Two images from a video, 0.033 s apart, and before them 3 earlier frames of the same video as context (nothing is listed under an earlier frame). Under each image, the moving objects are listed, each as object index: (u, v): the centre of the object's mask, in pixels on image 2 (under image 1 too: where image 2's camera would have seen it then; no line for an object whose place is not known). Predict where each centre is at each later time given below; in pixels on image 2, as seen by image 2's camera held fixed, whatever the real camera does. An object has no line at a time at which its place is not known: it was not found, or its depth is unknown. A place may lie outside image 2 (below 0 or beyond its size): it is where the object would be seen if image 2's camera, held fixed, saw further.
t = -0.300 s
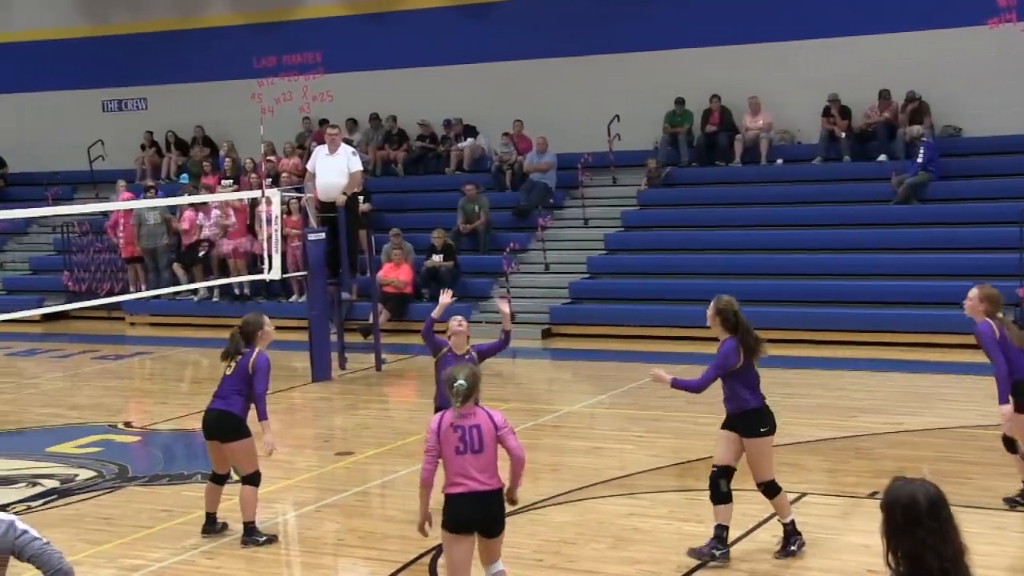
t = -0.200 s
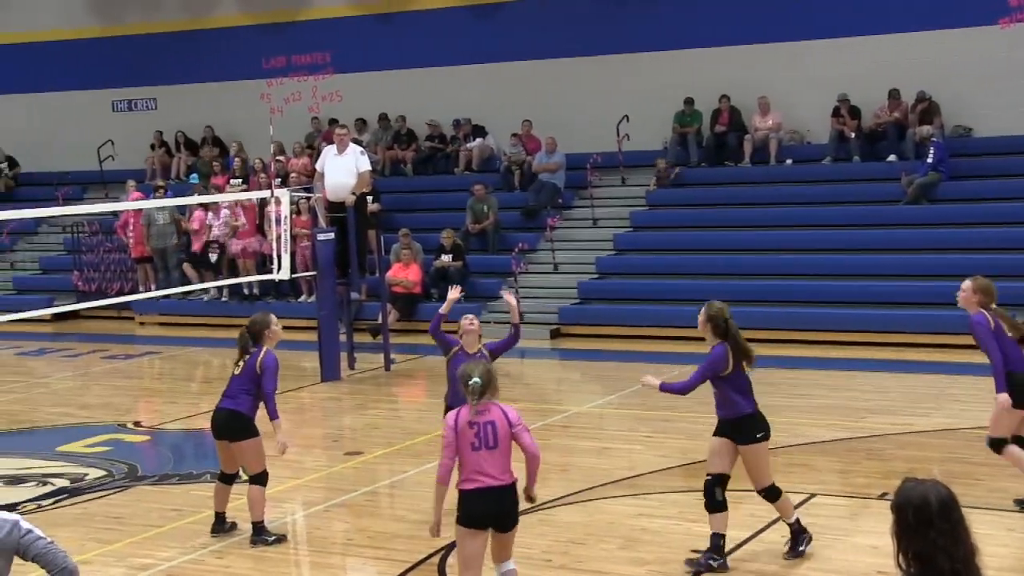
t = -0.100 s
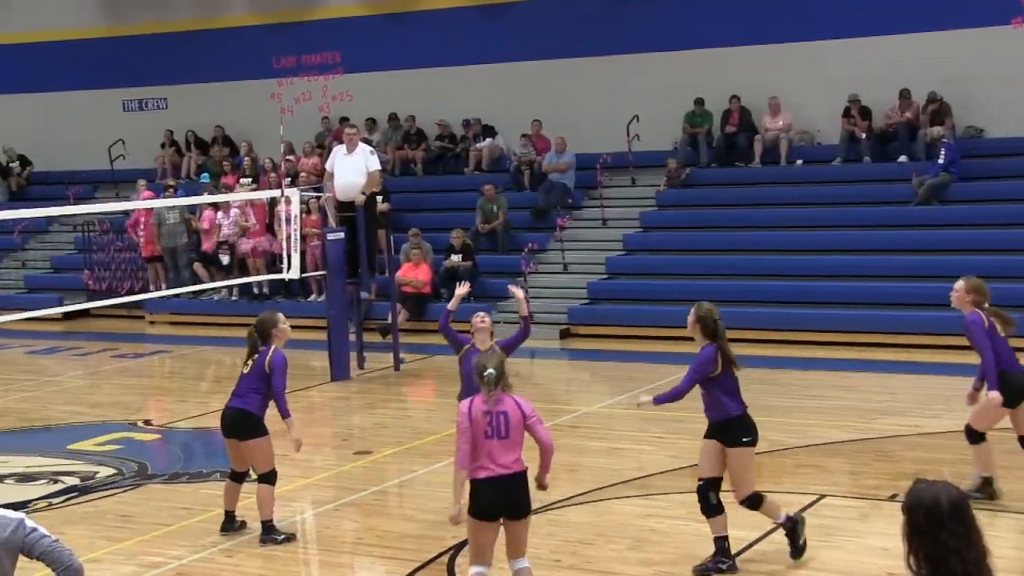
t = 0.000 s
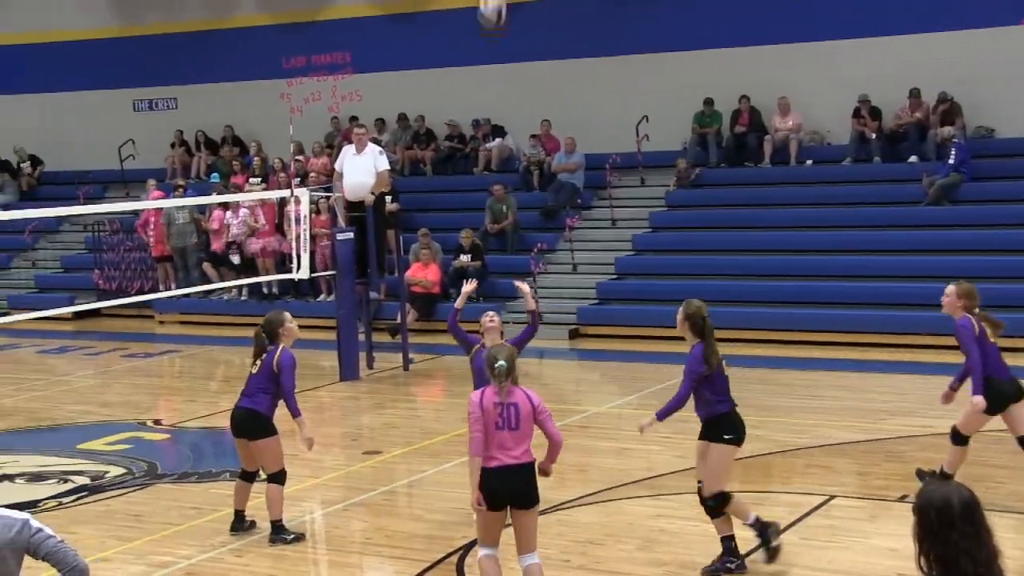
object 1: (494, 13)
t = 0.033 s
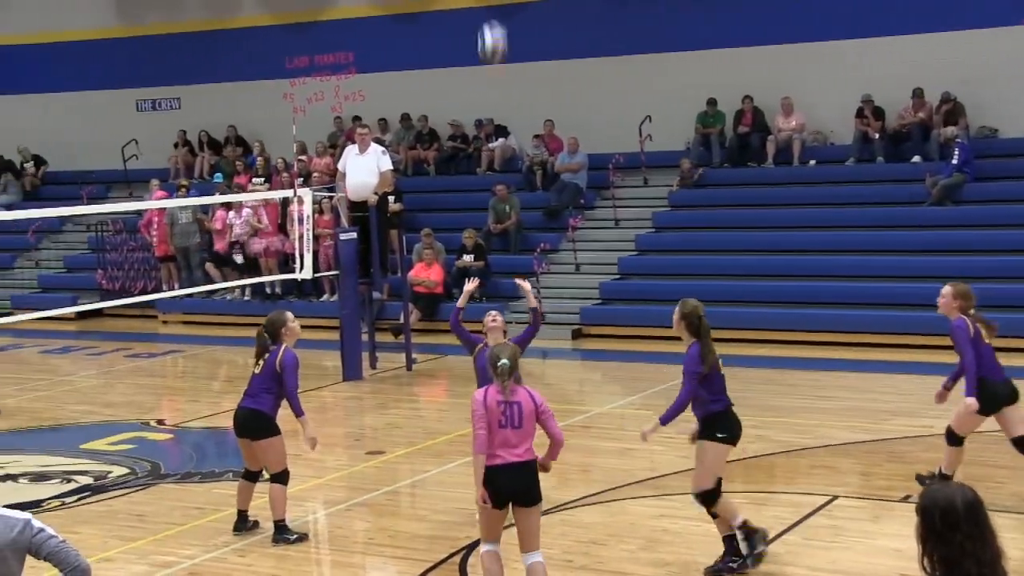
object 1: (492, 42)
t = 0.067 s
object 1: (487, 74)
